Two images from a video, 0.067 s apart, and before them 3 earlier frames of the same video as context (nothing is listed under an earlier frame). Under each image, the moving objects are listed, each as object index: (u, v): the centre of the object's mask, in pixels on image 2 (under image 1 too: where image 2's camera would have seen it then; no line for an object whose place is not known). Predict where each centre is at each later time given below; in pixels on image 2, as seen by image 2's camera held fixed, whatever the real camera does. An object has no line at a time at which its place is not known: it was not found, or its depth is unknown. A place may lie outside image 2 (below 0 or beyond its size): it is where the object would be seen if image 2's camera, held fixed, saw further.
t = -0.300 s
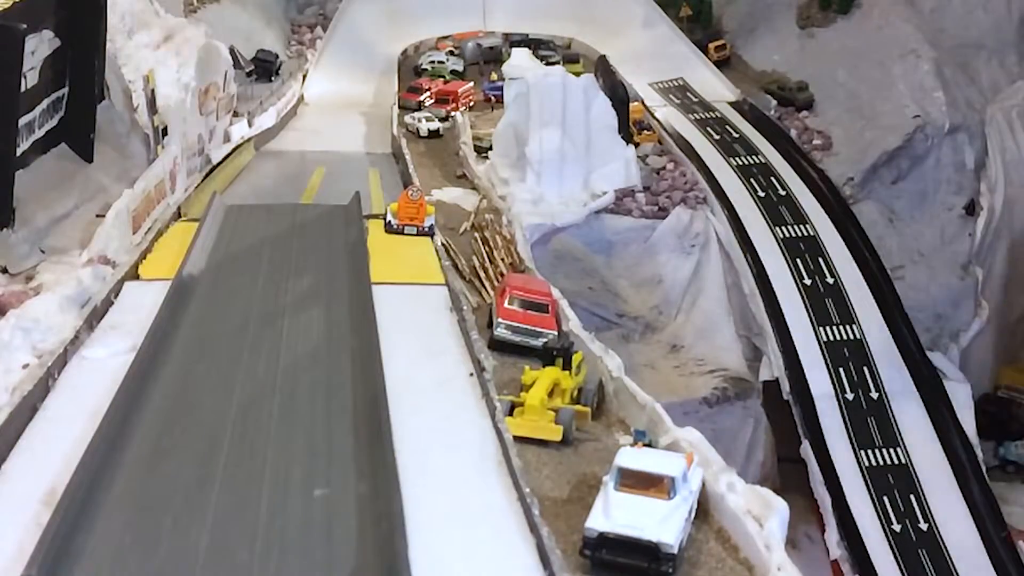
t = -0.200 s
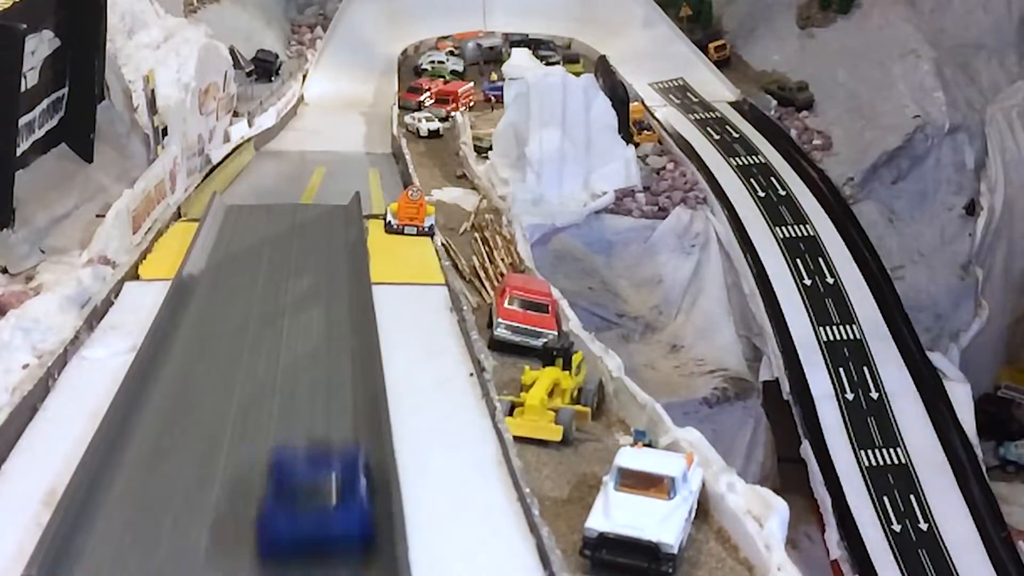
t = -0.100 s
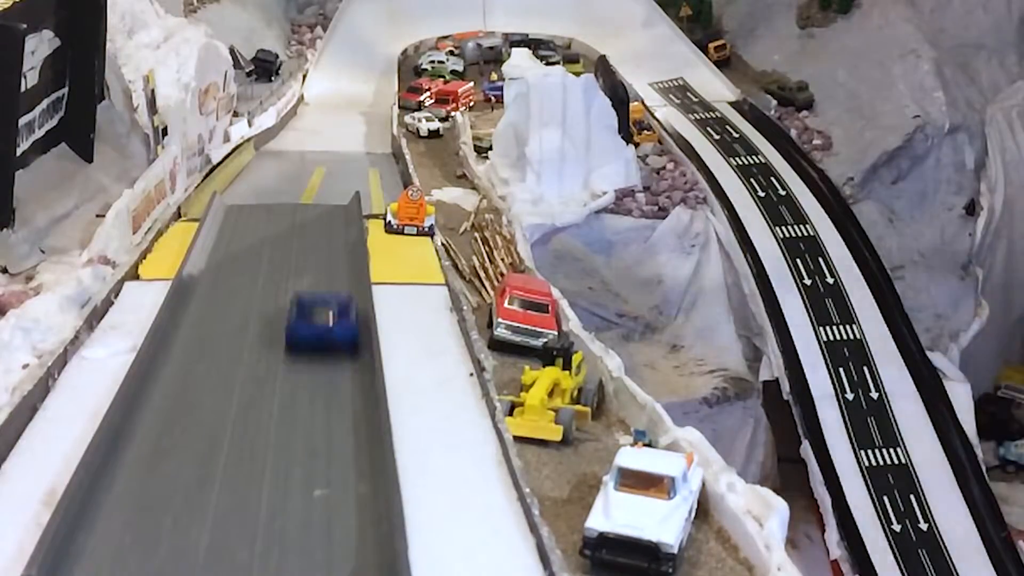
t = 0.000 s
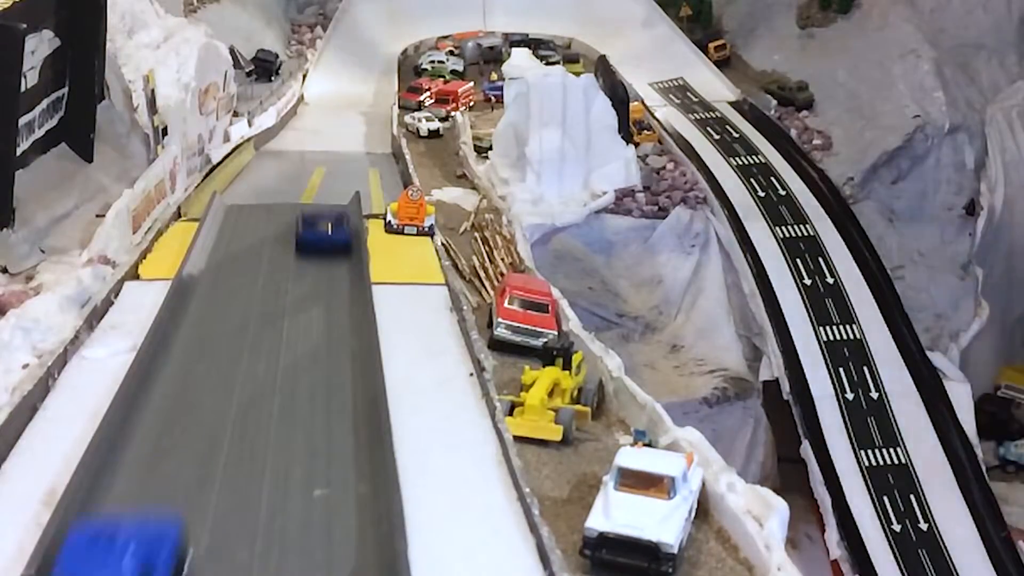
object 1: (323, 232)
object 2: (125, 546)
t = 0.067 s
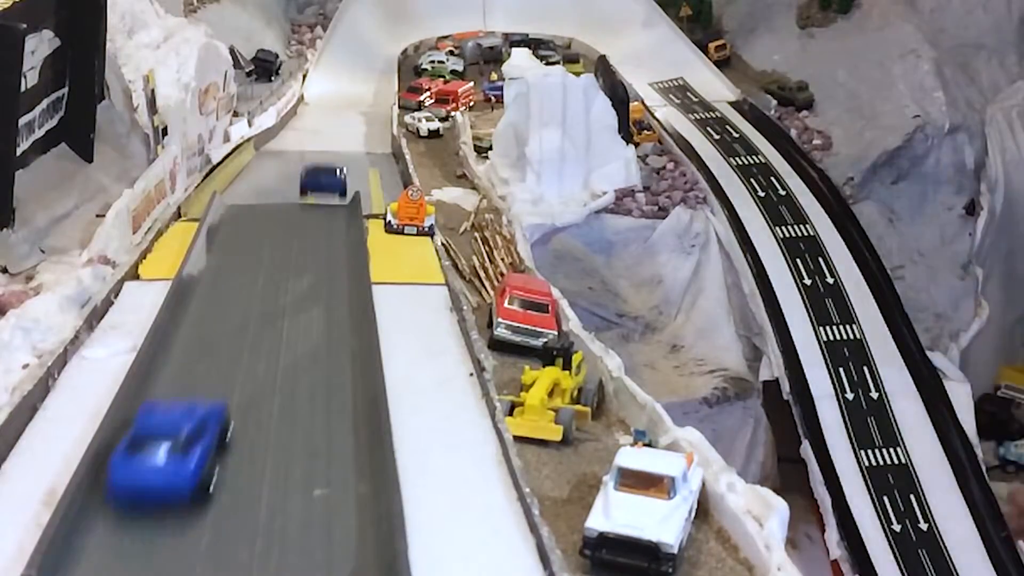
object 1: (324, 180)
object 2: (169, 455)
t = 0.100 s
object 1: (324, 166)
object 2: (189, 411)
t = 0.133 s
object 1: (324, 156)
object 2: (206, 375)
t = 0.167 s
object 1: (325, 150)
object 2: (228, 329)
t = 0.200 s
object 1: (326, 151)
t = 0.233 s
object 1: (328, 150)
